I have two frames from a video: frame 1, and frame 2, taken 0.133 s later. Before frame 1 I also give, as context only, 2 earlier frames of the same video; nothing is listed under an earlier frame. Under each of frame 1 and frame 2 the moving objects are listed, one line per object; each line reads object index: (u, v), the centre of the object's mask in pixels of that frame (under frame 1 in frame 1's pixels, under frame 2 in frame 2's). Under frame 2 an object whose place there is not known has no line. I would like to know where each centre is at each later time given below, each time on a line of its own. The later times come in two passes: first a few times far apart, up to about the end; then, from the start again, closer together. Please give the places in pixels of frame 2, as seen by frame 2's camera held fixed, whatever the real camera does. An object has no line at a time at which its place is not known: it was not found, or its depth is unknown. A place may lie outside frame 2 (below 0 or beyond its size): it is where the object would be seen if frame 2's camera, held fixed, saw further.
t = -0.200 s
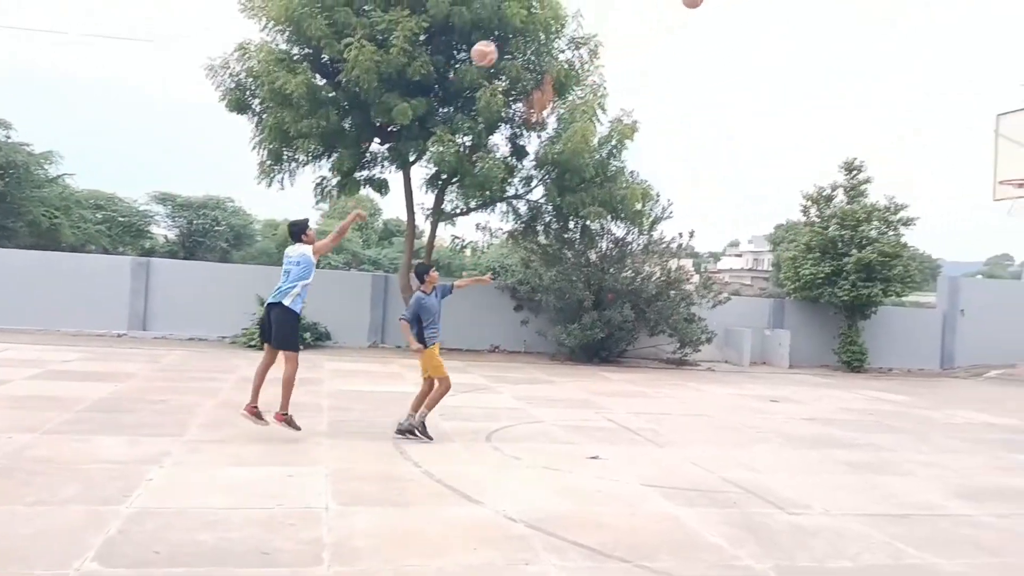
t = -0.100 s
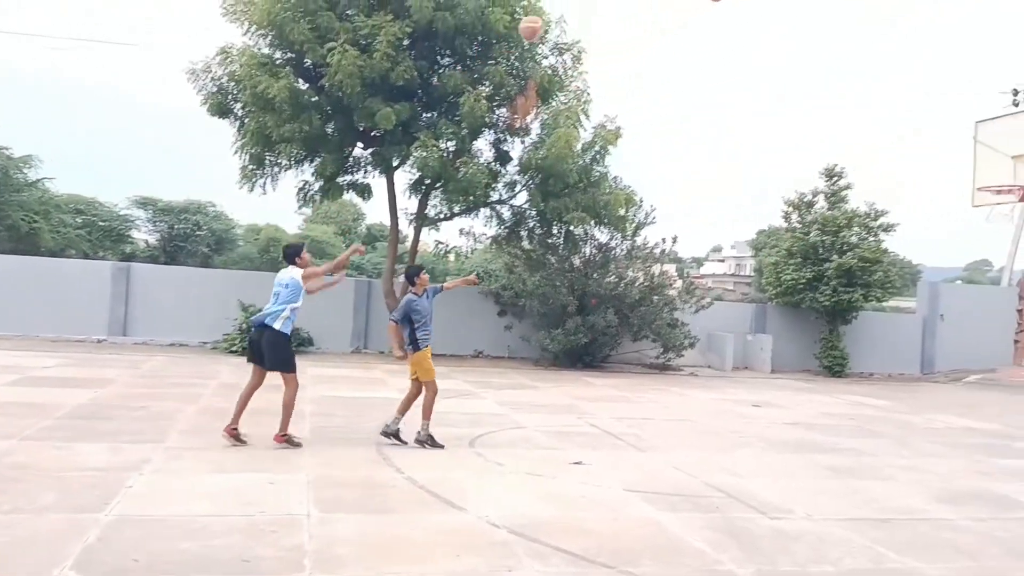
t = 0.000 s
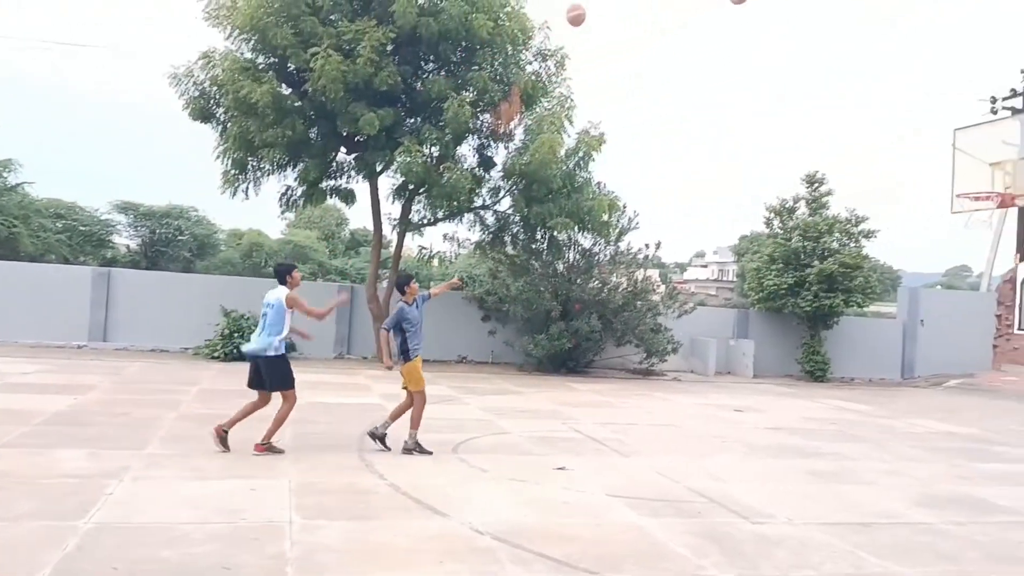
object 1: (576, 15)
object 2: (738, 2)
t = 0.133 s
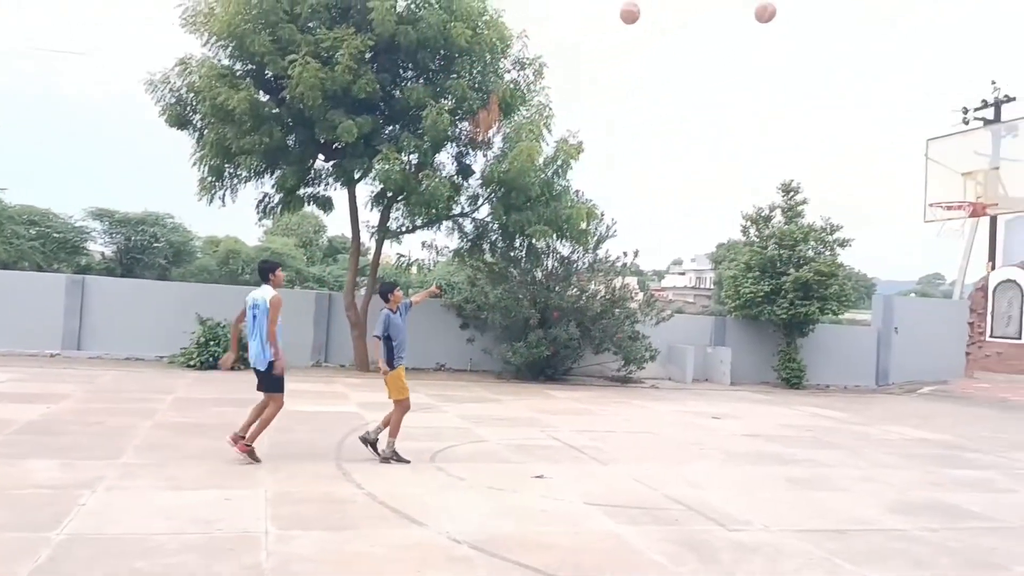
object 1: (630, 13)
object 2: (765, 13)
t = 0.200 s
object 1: (666, 14)
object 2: (789, 23)
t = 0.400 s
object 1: (766, 38)
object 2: (856, 76)
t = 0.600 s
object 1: (858, 95)
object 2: (916, 160)
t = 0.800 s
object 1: (942, 180)
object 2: (948, 218)
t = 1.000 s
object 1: (957, 181)
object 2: (918, 267)
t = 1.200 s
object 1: (912, 184)
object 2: (886, 345)
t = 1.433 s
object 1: (850, 230)
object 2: (851, 442)
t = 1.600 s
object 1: (805, 289)
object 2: (836, 368)
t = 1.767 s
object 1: (758, 372)
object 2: (823, 318)
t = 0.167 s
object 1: (648, 13)
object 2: (777, 17)
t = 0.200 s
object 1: (666, 14)
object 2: (789, 23)
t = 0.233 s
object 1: (683, 16)
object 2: (800, 30)
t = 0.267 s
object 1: (700, 18)
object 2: (812, 37)
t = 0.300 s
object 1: (717, 22)
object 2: (823, 45)
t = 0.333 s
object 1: (734, 27)
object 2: (834, 55)
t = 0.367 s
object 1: (750, 32)
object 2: (845, 65)
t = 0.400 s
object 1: (766, 38)
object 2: (856, 76)
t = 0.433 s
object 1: (783, 45)
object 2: (866, 88)
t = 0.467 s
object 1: (798, 54)
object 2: (876, 101)
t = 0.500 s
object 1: (813, 63)
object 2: (887, 114)
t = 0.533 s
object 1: (828, 72)
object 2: (897, 129)
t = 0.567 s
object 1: (843, 83)
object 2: (907, 144)
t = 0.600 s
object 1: (858, 95)
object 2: (916, 160)
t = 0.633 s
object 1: (872, 107)
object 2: (926, 176)
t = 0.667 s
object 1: (886, 120)
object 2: (935, 194)
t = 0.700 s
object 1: (901, 134)
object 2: (946, 199)
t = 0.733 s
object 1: (914, 149)
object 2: (954, 210)
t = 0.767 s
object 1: (928, 164)
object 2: (952, 212)
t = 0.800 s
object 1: (942, 180)
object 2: (948, 218)
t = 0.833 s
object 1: (956, 196)
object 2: (942, 229)
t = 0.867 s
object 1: (952, 196)
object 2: (938, 233)
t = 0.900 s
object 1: (942, 198)
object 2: (933, 240)
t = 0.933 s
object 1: (948, 192)
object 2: (928, 248)
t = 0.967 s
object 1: (953, 186)
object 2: (923, 257)
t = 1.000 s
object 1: (957, 181)
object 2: (918, 267)
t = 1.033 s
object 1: (955, 179)
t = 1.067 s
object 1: (947, 178)
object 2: (909, 289)
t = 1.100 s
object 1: (938, 178)
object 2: (903, 301)
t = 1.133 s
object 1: (930, 179)
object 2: (897, 314)
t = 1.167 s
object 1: (921, 180)
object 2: (892, 330)
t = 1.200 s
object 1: (912, 184)
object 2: (886, 345)
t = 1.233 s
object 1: (903, 188)
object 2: (880, 361)
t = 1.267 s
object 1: (895, 192)
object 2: (874, 379)
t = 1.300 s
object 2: (869, 399)
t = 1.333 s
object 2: (864, 420)
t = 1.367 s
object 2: (858, 441)
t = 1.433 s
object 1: (850, 230)
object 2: (851, 442)
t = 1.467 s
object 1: (841, 241)
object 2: (848, 425)
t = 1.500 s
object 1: (832, 250)
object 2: (845, 410)
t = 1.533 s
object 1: (823, 263)
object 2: (842, 394)
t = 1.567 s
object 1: (814, 275)
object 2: (839, 380)
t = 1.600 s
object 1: (805, 289)
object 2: (836, 368)
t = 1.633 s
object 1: (796, 304)
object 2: (833, 356)
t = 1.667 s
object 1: (786, 319)
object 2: (831, 346)
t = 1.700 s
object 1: (777, 336)
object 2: (827, 335)
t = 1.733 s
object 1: (768, 353)
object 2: (825, 326)
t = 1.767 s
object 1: (758, 372)
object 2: (823, 318)
